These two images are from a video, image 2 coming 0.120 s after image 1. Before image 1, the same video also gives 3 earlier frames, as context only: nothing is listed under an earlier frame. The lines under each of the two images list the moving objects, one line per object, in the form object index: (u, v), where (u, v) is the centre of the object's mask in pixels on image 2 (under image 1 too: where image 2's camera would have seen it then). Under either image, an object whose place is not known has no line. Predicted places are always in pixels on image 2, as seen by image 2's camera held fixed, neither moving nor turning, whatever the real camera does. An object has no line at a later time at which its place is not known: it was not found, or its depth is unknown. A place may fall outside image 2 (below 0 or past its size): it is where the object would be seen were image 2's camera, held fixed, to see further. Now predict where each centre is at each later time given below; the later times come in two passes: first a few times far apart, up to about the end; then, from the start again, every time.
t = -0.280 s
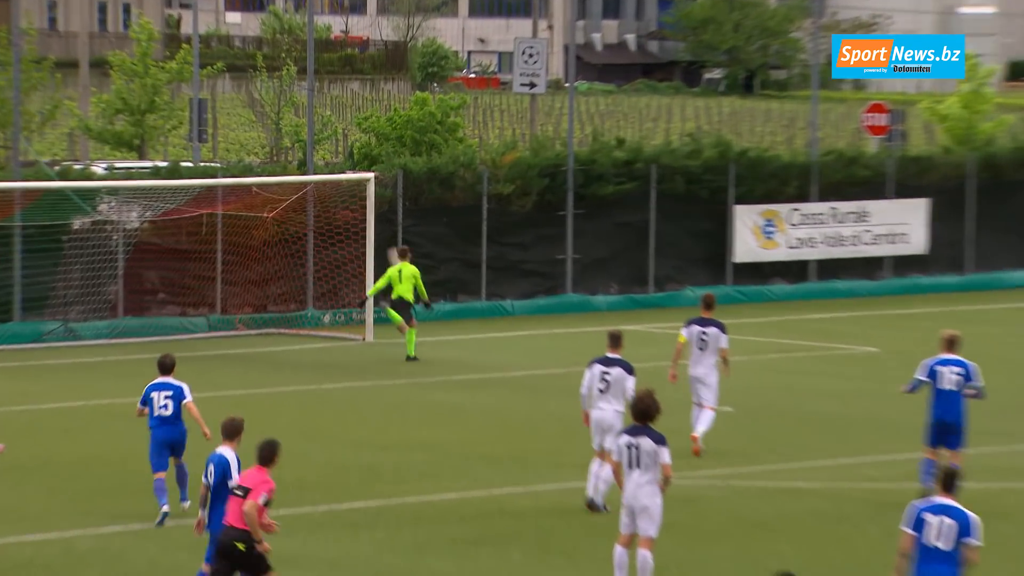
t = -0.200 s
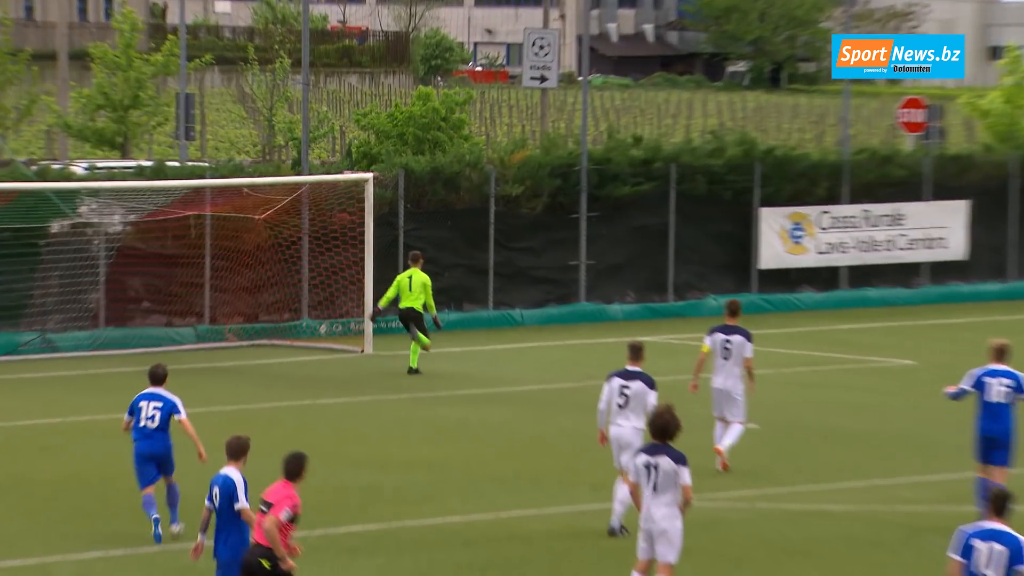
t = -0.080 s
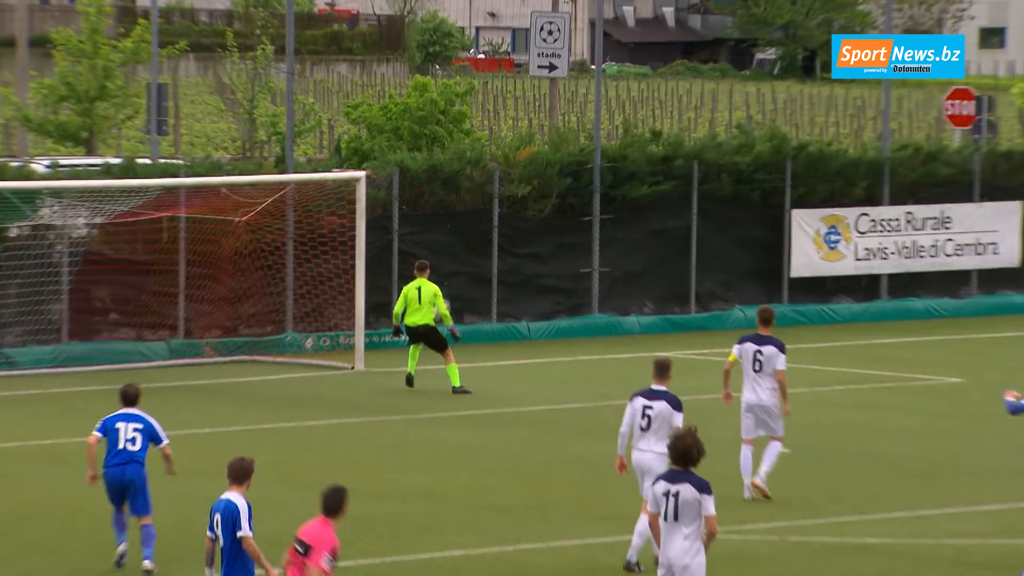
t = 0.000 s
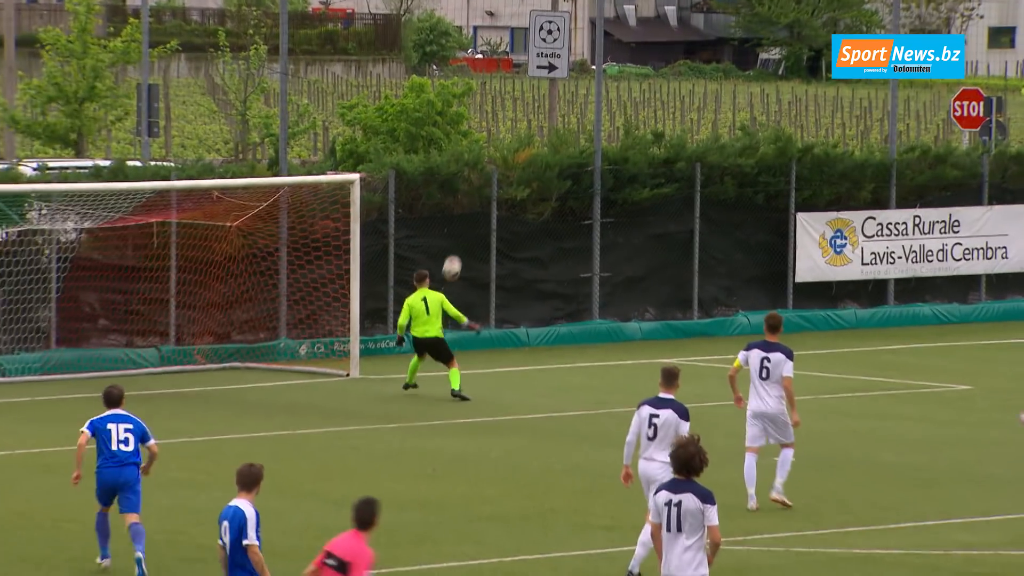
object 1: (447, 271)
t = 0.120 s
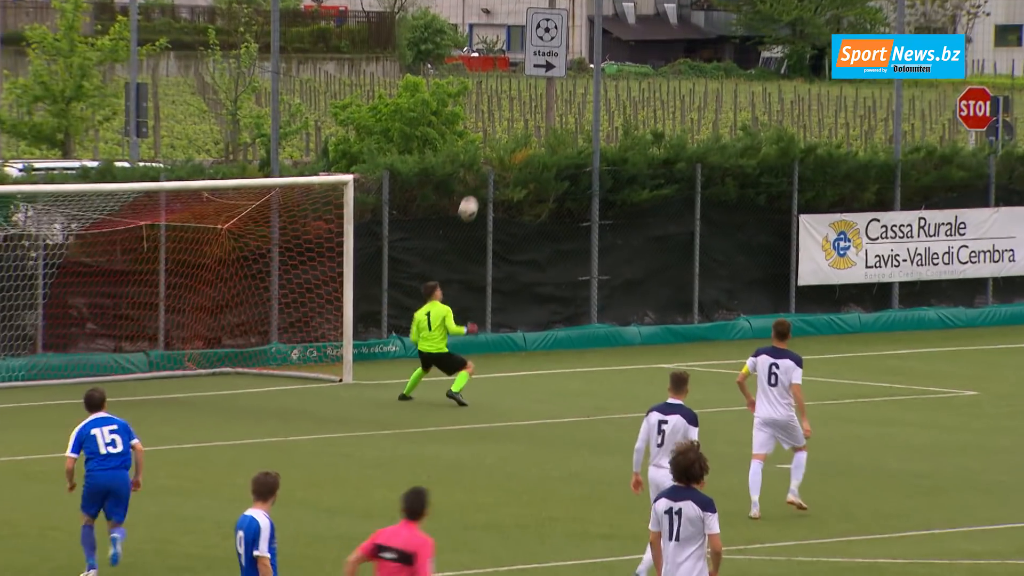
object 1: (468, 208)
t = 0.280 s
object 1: (497, 144)
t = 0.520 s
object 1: (536, 92)
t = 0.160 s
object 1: (476, 190)
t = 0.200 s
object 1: (482, 173)
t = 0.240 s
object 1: (489, 158)
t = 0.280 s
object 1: (497, 144)
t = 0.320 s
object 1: (502, 131)
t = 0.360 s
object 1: (509, 120)
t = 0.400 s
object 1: (516, 112)
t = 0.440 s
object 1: (522, 105)
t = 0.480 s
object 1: (529, 96)
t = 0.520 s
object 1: (536, 92)
